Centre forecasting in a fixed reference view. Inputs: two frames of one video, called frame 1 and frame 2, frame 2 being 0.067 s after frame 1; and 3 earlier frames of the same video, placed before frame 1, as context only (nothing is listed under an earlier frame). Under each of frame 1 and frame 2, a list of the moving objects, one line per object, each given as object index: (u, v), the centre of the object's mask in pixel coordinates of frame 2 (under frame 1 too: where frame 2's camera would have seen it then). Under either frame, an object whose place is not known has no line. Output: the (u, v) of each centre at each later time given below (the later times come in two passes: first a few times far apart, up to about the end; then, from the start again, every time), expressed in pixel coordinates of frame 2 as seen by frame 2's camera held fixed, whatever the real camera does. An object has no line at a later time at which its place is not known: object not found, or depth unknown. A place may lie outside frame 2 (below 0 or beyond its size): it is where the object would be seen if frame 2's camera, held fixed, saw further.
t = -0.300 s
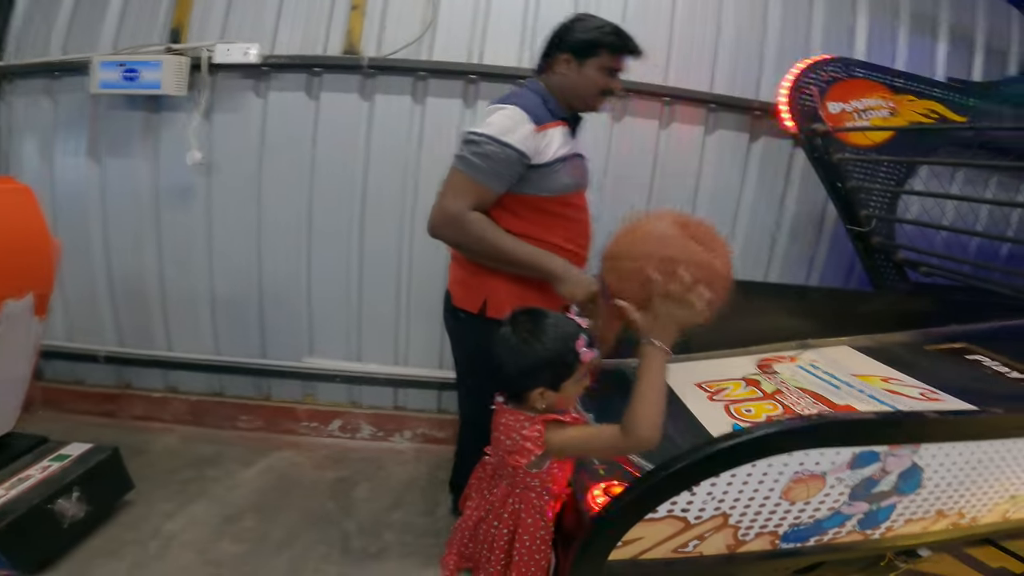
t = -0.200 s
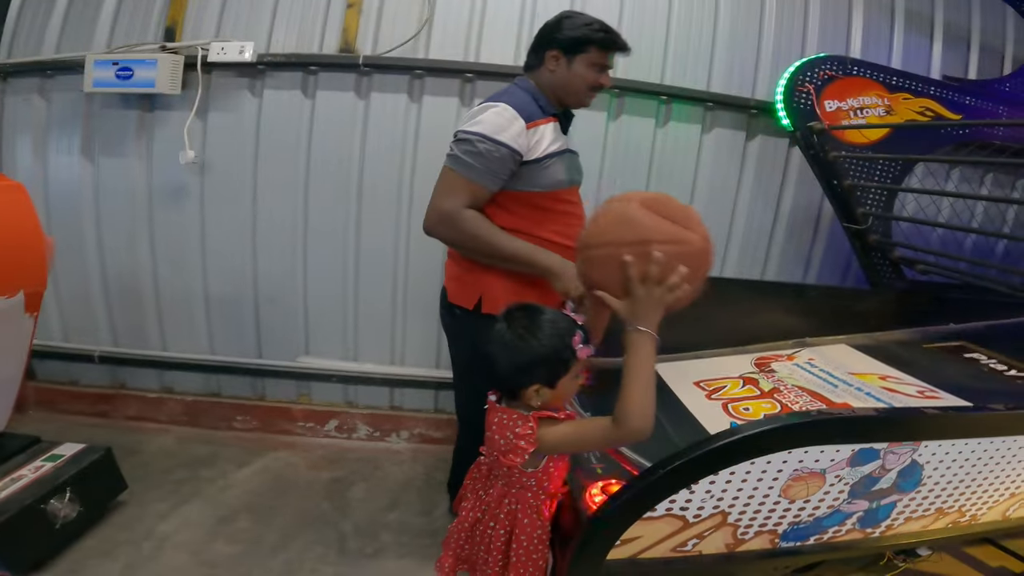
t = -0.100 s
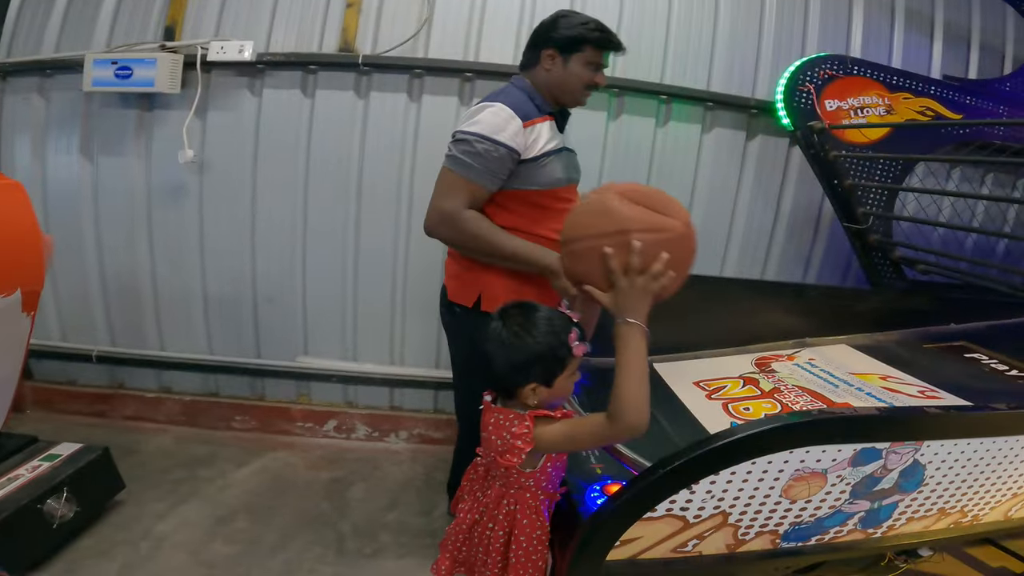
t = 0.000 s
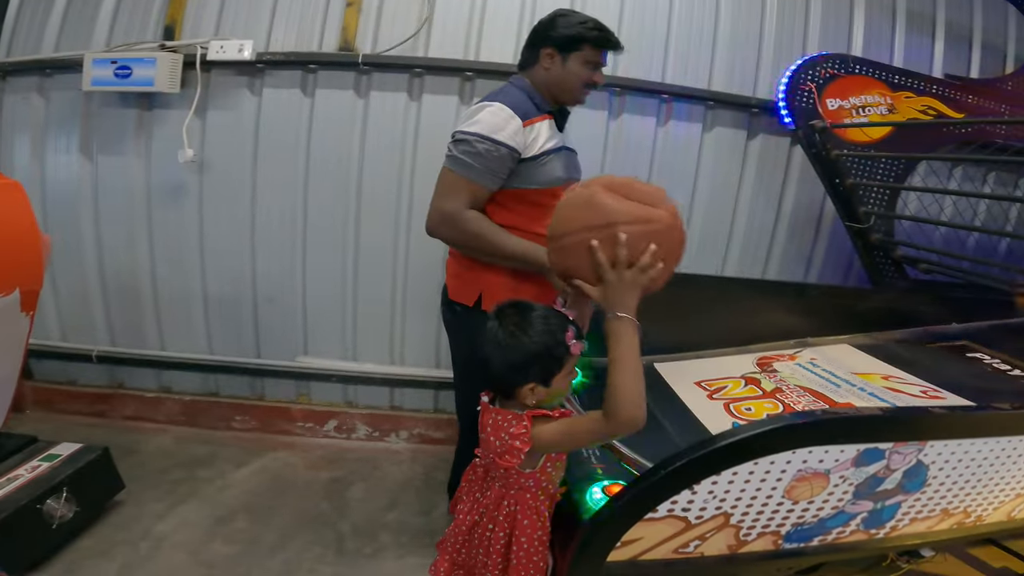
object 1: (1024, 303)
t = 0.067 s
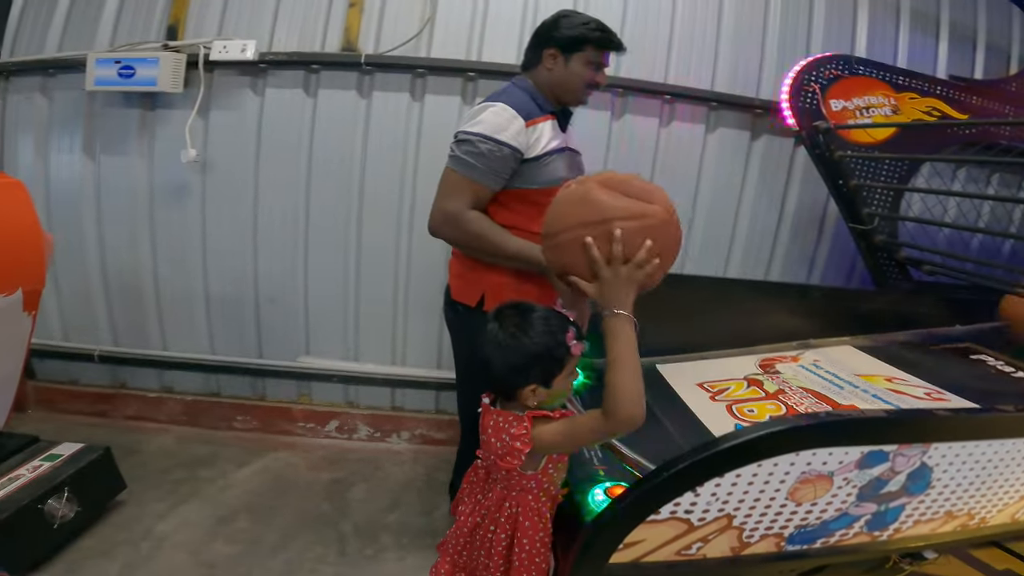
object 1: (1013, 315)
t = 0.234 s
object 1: (980, 323)
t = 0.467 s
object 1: (898, 339)
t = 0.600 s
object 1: (838, 344)
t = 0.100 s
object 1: (1006, 324)
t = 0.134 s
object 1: (999, 331)
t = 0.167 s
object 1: (993, 327)
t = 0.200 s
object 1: (987, 323)
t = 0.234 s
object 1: (980, 323)
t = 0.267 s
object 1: (972, 325)
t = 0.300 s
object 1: (961, 331)
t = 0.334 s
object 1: (947, 336)
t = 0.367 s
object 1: (935, 334)
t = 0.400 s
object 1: (925, 335)
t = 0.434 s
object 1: (911, 337)
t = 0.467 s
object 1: (898, 339)
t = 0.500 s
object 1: (884, 339)
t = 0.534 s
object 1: (870, 341)
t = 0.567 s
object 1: (854, 344)
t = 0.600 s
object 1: (838, 344)
